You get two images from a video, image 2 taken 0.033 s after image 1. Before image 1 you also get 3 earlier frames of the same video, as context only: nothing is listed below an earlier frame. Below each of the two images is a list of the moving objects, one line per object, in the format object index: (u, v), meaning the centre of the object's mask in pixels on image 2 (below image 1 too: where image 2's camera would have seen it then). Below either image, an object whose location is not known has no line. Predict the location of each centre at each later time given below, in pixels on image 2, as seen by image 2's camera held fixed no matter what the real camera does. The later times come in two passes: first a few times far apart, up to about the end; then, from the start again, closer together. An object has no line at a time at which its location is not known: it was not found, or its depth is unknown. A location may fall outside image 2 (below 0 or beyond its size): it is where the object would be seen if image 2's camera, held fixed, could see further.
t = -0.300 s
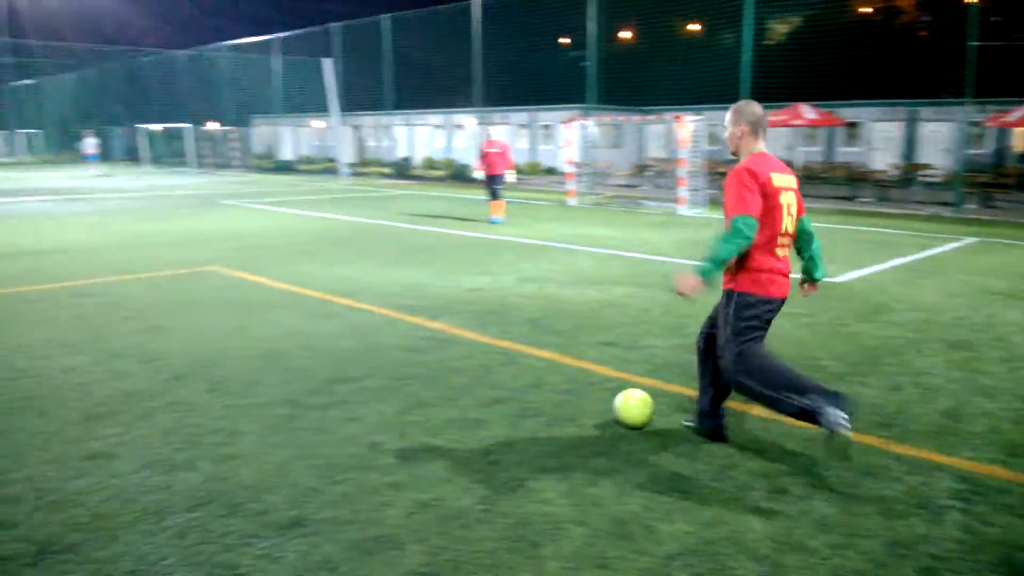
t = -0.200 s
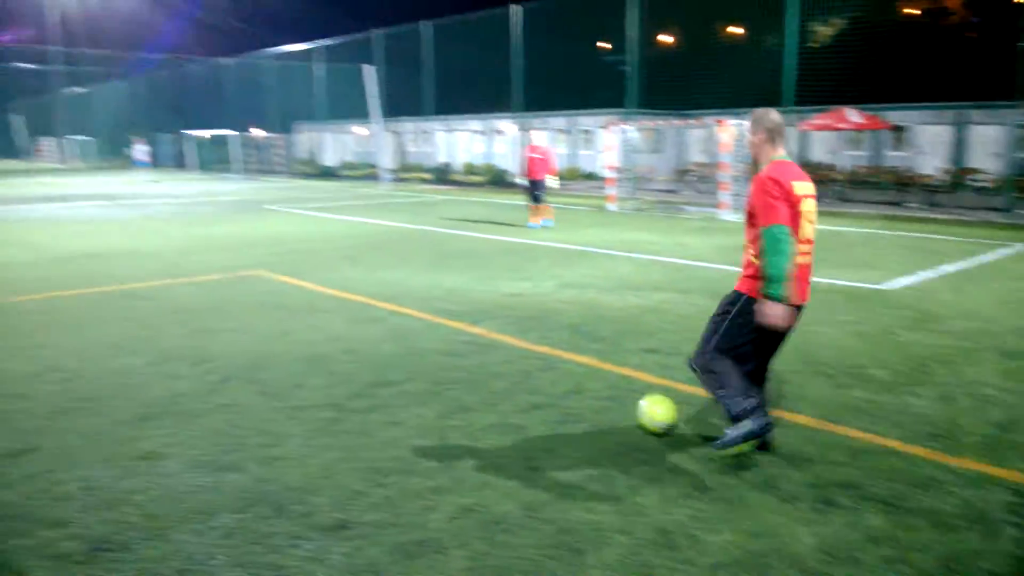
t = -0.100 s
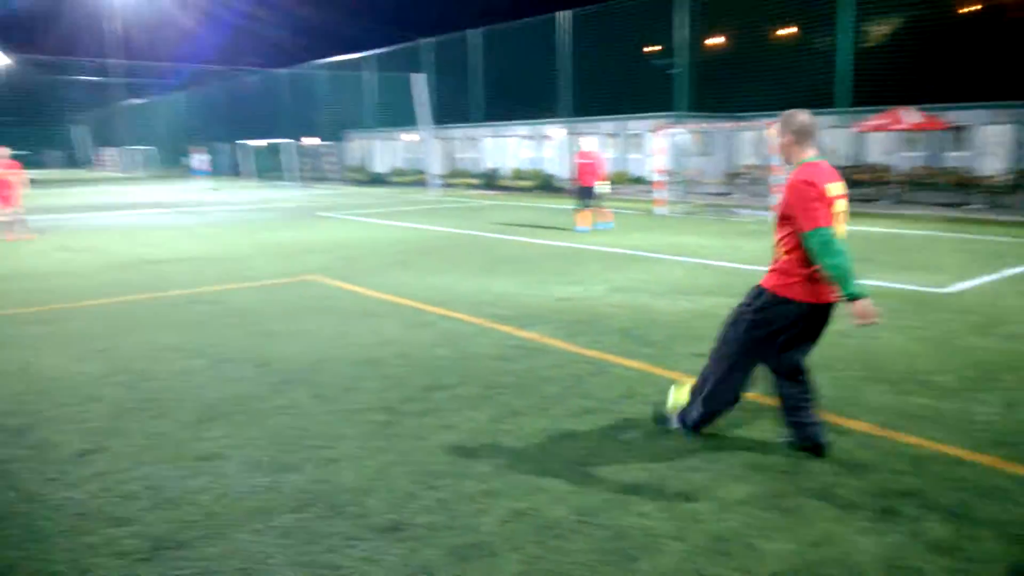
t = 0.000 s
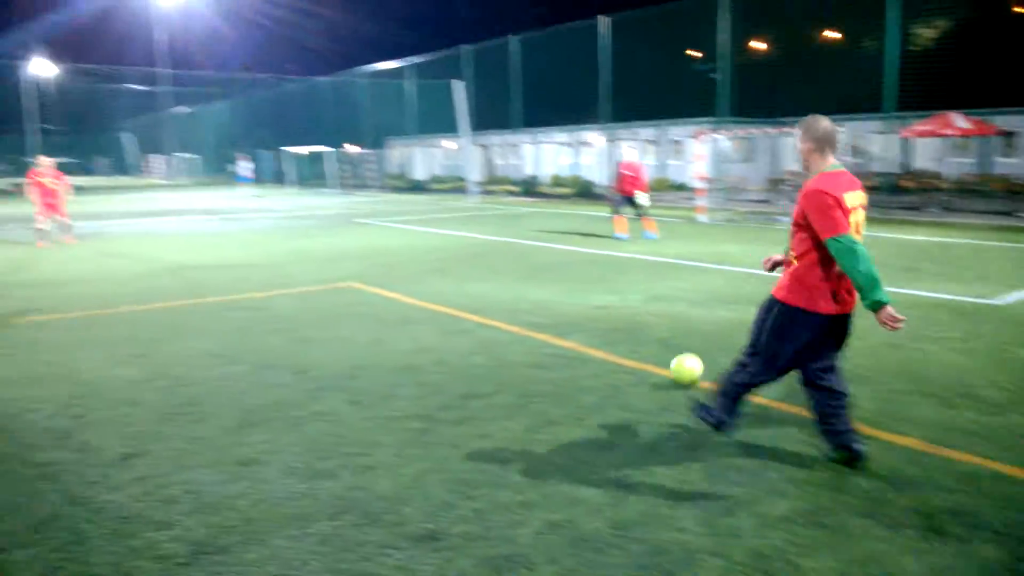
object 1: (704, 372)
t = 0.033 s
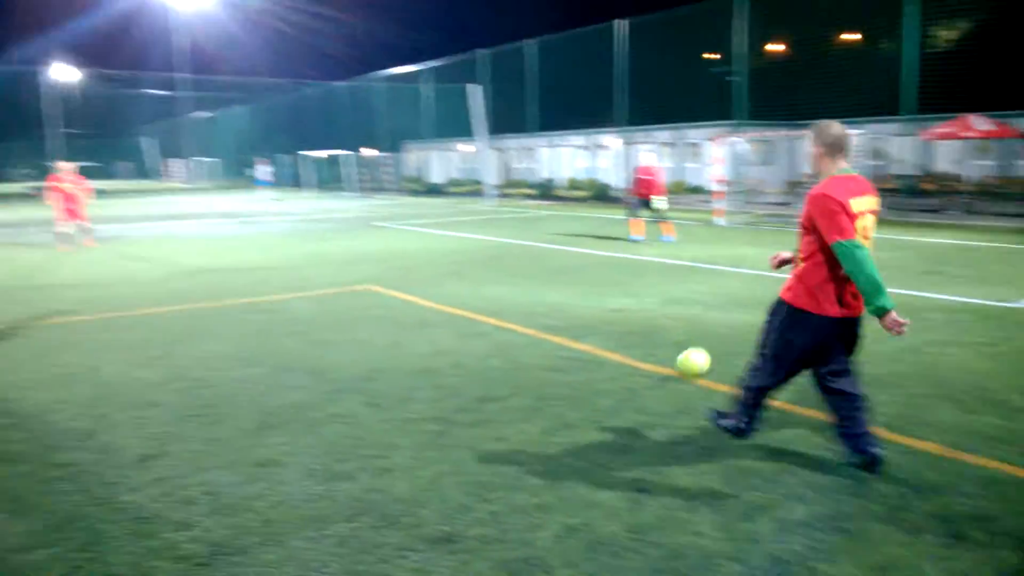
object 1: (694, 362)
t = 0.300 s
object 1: (646, 303)
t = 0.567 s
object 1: (625, 277)
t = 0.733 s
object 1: (616, 265)
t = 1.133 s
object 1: (601, 248)
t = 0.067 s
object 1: (685, 351)
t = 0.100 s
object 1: (677, 342)
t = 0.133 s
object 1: (670, 334)
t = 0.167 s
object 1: (665, 325)
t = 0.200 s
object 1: (660, 318)
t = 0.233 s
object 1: (655, 313)
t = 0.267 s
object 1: (650, 309)
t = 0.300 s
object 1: (646, 303)
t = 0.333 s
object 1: (643, 299)
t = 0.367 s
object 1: (640, 295)
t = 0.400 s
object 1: (637, 291)
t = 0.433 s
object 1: (634, 288)
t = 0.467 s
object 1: (631, 285)
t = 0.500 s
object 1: (629, 282)
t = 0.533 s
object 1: (626, 280)
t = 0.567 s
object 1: (625, 277)
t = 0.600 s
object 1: (623, 275)
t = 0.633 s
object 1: (621, 272)
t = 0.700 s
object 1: (617, 268)
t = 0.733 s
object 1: (616, 265)
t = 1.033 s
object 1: (604, 252)
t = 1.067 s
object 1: (604, 251)
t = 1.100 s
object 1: (603, 249)
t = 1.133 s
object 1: (601, 248)
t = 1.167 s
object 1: (601, 247)
